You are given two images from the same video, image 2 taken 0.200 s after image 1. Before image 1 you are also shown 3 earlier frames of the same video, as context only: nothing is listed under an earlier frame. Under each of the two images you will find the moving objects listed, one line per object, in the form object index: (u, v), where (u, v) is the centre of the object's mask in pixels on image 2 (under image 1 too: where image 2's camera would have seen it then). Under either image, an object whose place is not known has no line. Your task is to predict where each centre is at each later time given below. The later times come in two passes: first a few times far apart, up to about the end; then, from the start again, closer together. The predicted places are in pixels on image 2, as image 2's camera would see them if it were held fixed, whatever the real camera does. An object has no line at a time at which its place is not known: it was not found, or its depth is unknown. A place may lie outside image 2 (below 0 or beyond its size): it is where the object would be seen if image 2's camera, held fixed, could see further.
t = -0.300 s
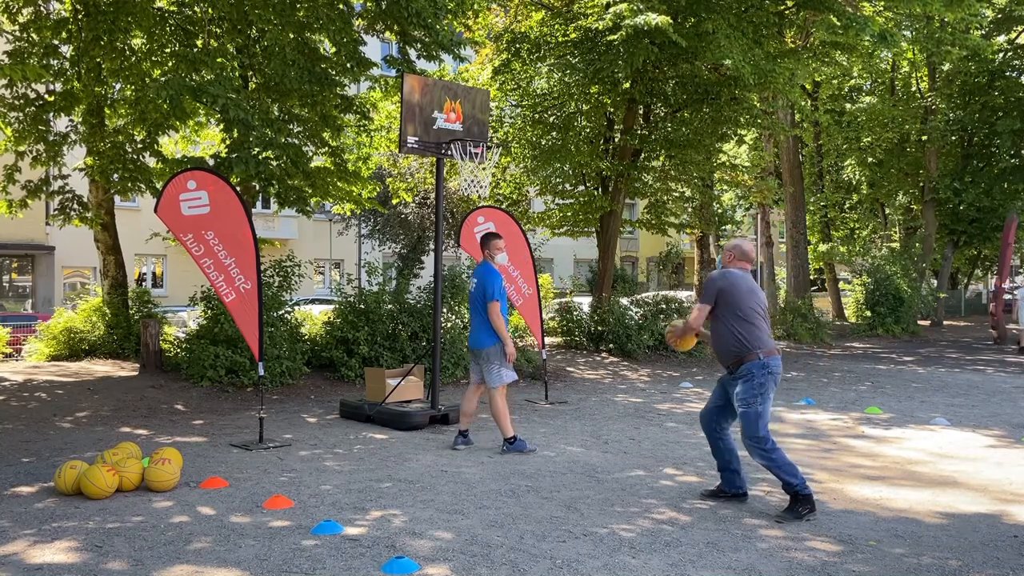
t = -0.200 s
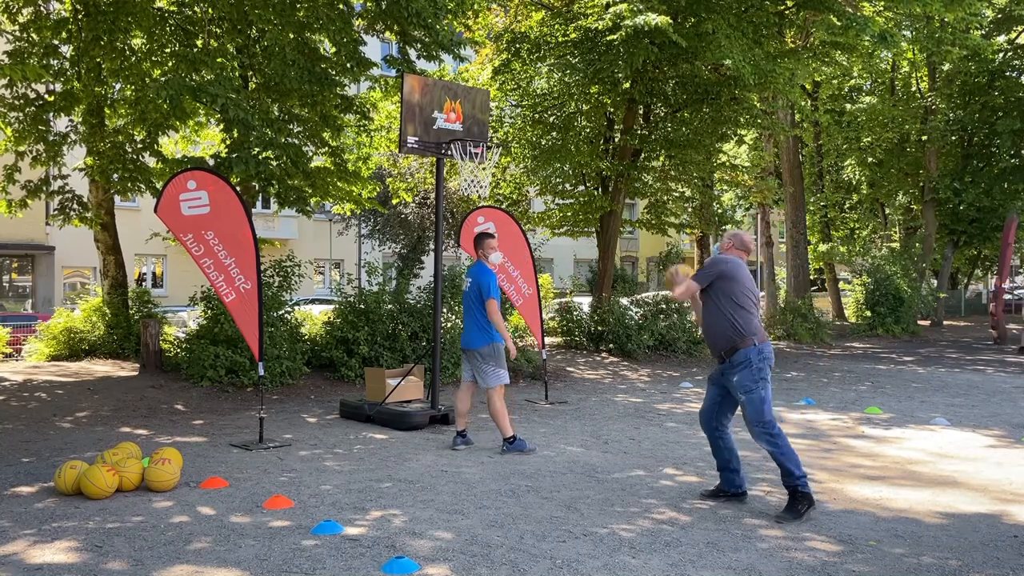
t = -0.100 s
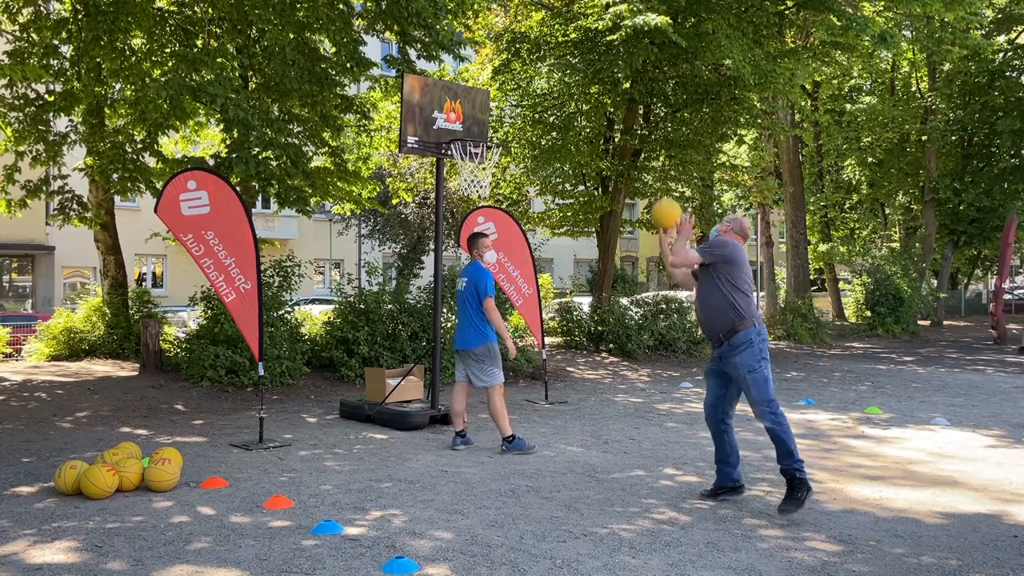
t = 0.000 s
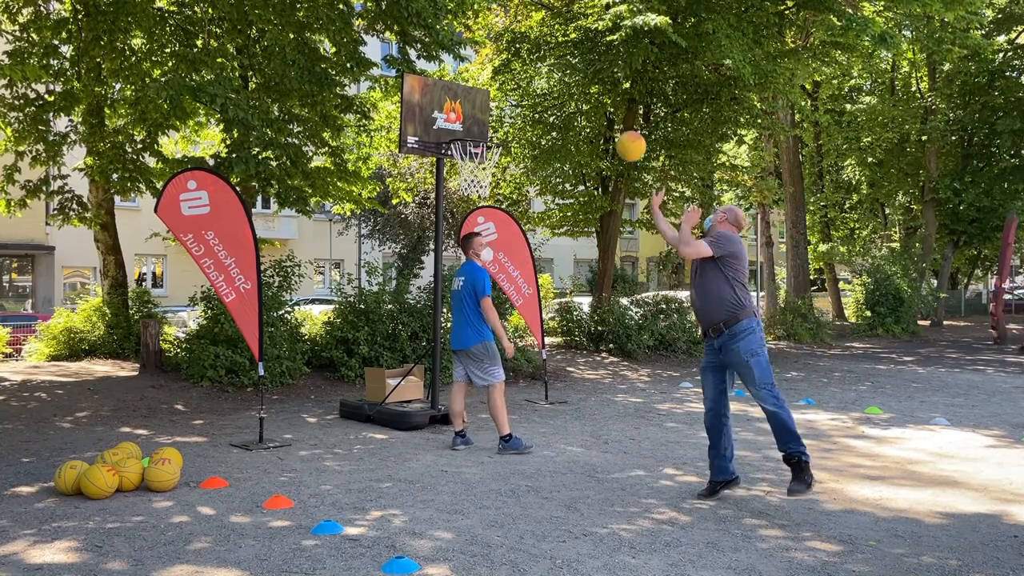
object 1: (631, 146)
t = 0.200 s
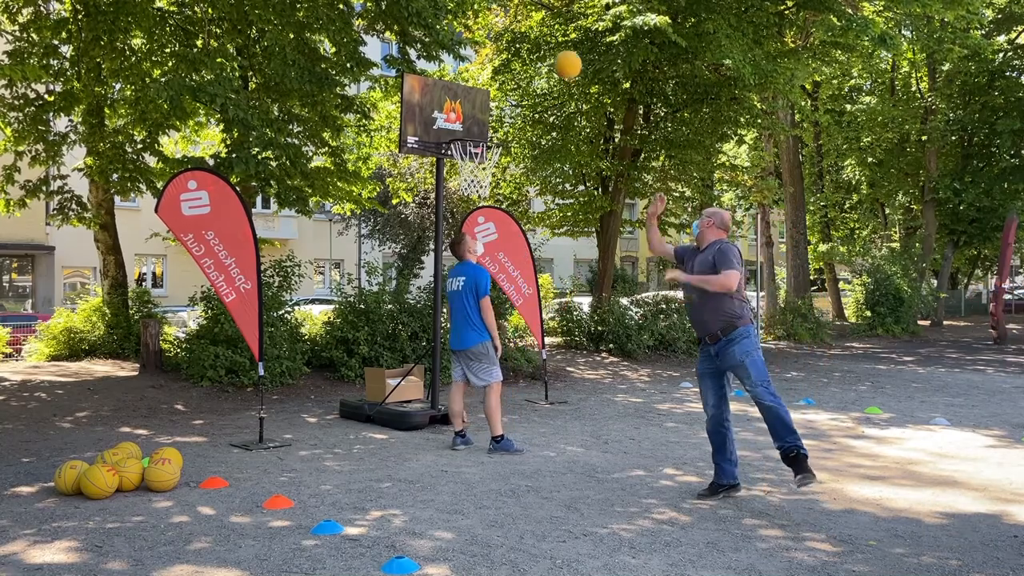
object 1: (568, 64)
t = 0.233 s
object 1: (558, 57)
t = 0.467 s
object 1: (496, 46)
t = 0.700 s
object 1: (453, 94)
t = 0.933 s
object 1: (483, 172)
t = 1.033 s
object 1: (489, 180)
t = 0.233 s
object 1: (558, 57)
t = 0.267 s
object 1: (549, 52)
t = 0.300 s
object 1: (539, 47)
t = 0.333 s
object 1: (530, 44)
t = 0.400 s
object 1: (512, 43)
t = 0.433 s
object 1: (503, 44)
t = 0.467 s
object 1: (496, 46)
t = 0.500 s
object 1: (487, 50)
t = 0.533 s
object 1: (479, 55)
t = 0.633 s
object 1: (457, 77)
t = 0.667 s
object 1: (449, 86)
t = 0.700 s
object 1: (453, 94)
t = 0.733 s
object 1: (457, 104)
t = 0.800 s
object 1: (467, 127)
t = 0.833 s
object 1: (471, 141)
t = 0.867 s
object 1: (476, 154)
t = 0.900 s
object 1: (480, 166)
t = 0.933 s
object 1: (483, 172)
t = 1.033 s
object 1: (489, 180)
